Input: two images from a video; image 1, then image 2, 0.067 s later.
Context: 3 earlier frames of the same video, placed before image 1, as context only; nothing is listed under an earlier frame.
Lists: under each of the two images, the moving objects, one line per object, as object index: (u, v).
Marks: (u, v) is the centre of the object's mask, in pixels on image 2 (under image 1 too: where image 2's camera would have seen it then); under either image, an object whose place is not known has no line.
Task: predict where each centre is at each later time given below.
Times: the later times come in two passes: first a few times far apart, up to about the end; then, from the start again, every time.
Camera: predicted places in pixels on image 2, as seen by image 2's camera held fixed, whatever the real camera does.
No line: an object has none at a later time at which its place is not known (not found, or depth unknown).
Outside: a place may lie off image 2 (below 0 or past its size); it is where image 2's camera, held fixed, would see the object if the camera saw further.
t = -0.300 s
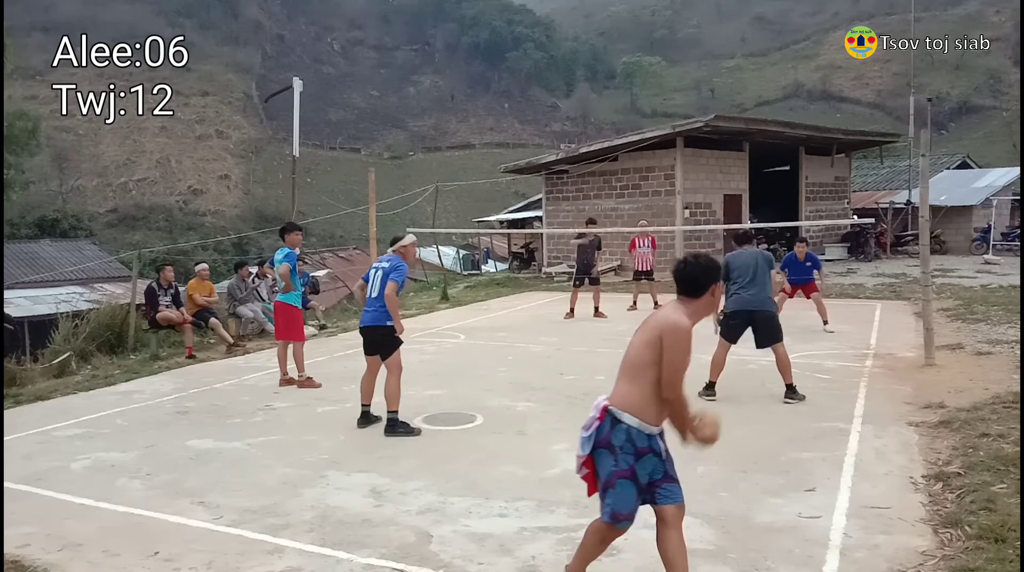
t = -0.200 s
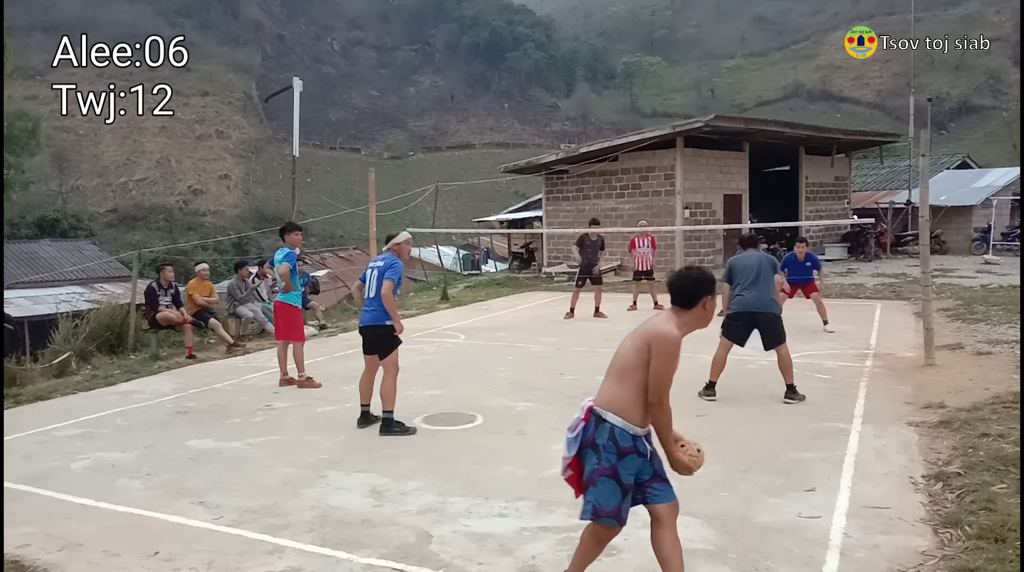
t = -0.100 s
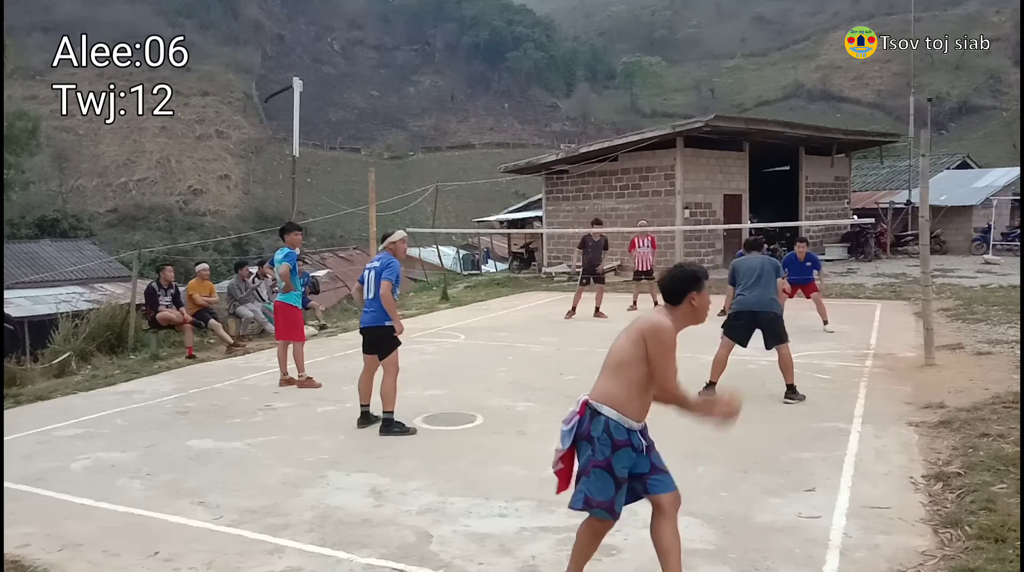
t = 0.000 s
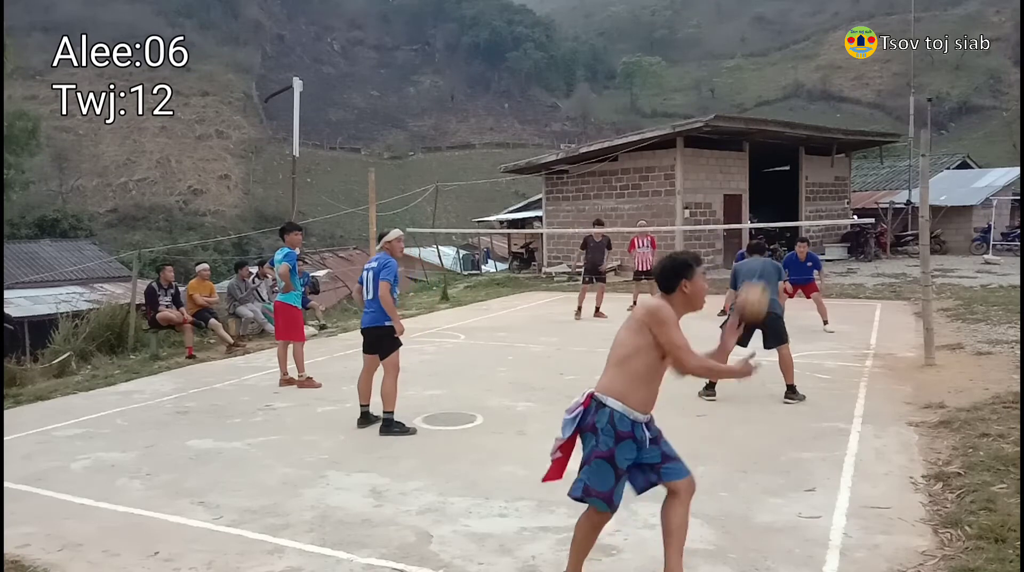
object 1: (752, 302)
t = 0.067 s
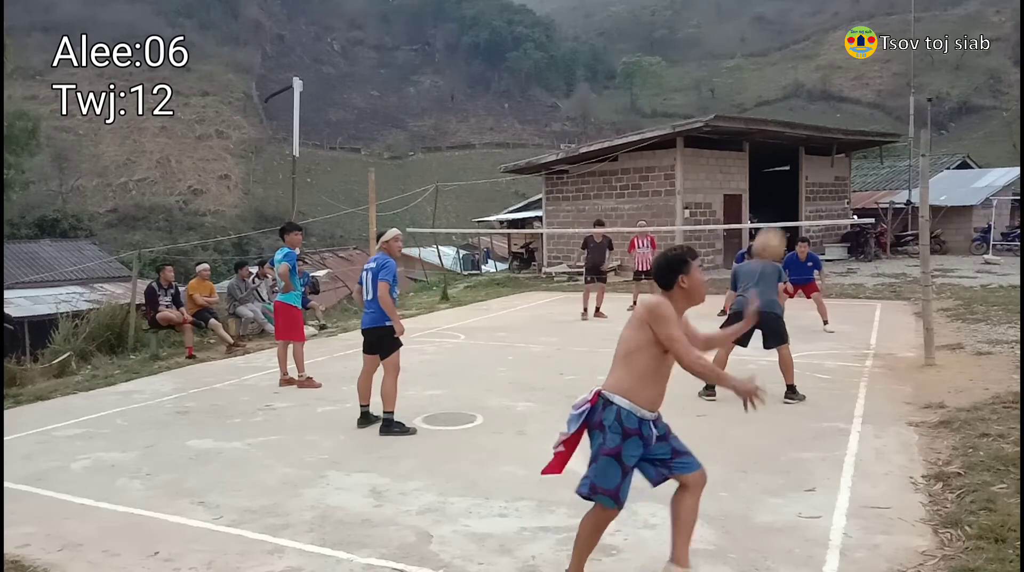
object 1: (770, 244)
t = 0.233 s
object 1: (808, 154)
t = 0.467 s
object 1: (859, 137)
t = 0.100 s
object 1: (777, 222)
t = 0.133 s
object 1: (785, 202)
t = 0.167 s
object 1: (792, 183)
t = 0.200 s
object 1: (801, 167)
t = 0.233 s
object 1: (808, 154)
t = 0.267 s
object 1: (816, 145)
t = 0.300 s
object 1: (823, 137)
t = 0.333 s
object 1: (831, 132)
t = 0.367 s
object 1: (838, 129)
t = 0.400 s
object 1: (845, 130)
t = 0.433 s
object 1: (852, 132)
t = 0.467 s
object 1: (859, 137)
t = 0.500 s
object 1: (866, 145)
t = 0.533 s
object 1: (873, 154)
